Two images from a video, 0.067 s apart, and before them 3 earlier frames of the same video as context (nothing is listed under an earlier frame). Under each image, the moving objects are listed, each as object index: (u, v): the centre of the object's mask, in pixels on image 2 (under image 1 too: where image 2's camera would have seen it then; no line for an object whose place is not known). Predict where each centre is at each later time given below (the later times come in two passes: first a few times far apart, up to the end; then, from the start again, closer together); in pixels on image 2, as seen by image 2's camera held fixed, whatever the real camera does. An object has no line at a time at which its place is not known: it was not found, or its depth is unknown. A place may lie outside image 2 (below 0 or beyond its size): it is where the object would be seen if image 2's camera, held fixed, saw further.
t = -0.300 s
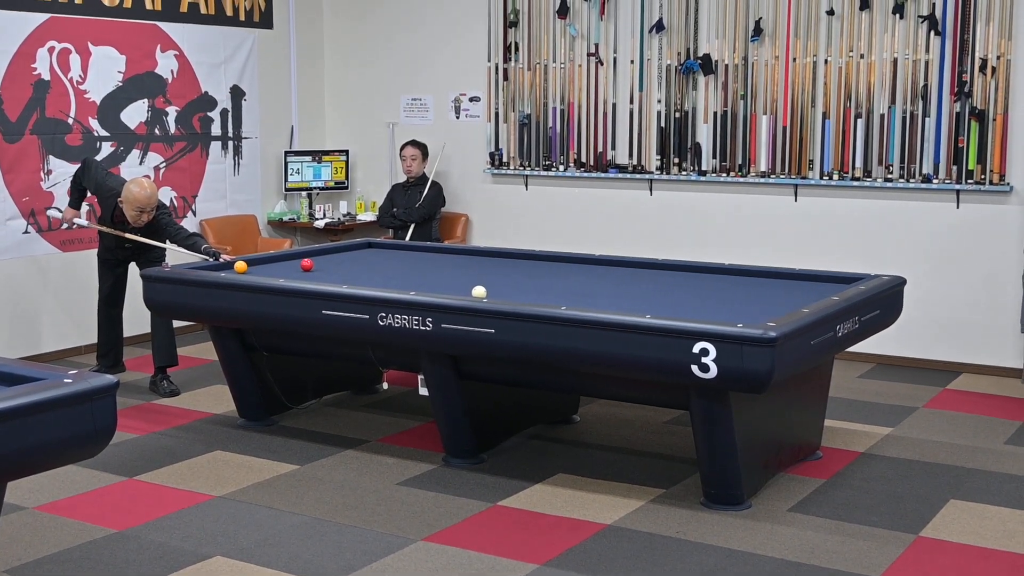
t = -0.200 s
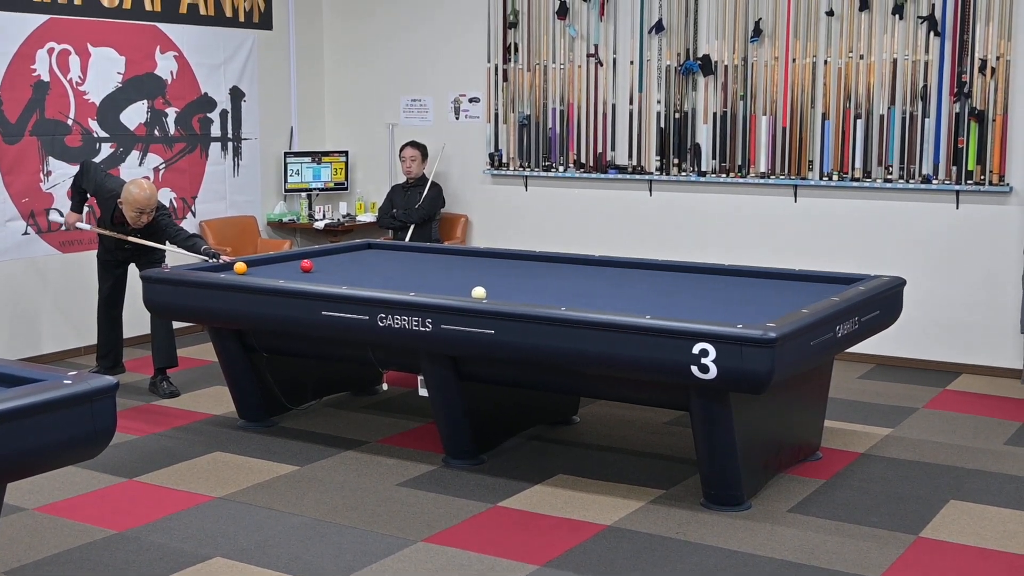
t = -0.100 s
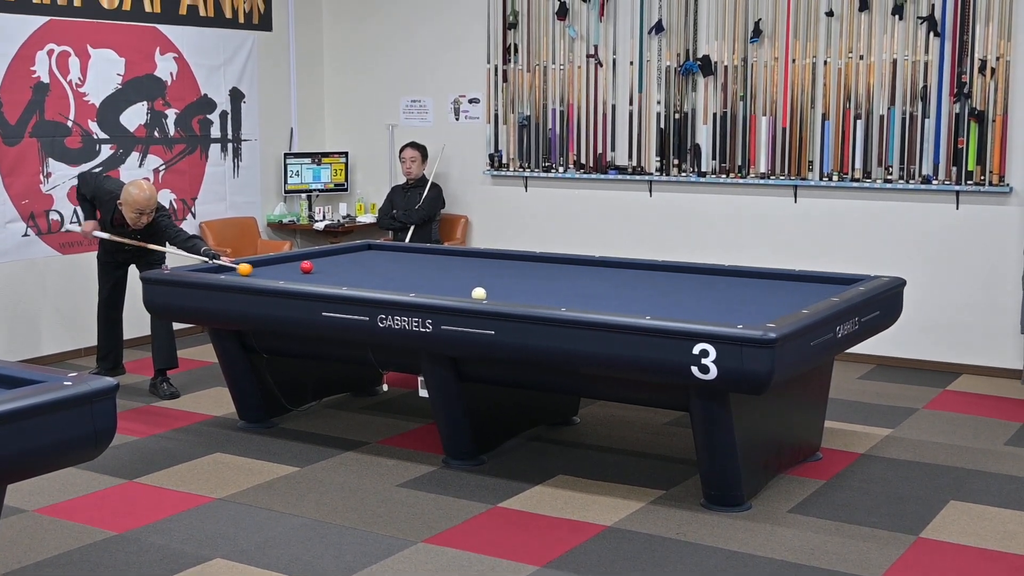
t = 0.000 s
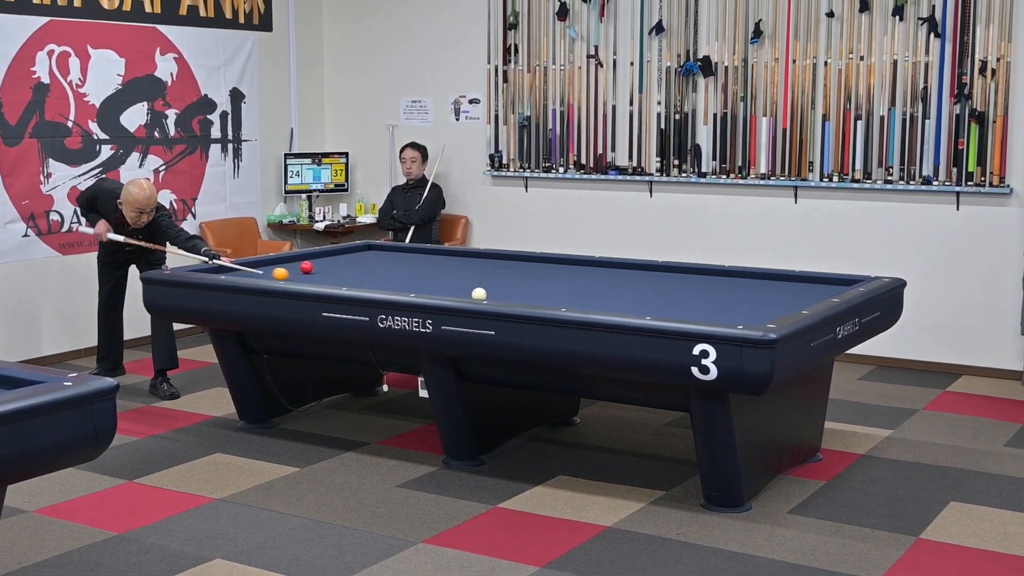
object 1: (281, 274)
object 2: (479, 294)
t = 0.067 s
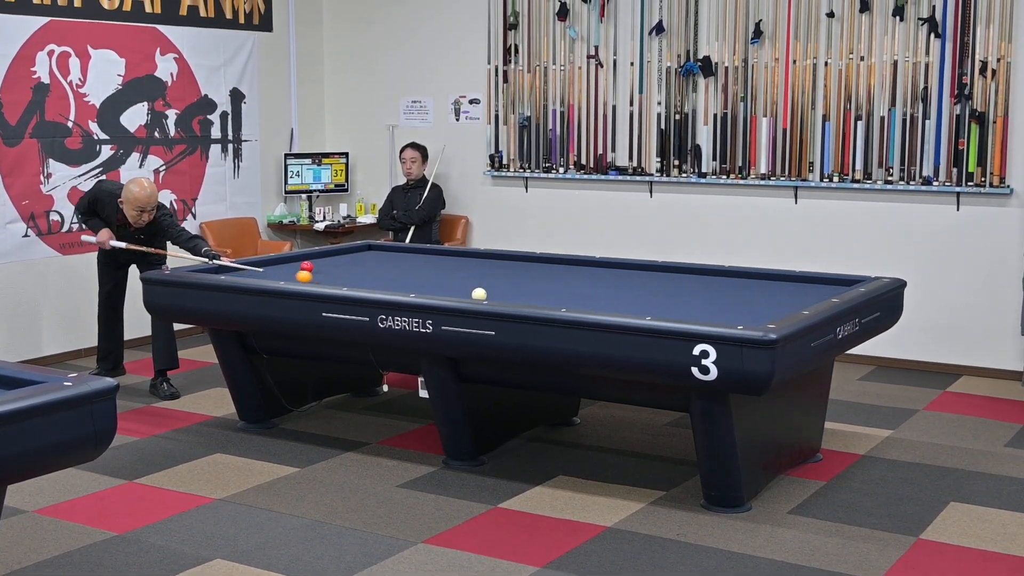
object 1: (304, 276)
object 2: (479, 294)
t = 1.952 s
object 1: (740, 291)
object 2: (811, 293)
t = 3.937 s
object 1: (499, 268)
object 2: (671, 270)
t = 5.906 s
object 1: (303, 269)
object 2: (545, 269)
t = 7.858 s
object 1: (272, 269)
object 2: (458, 267)
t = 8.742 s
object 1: (269, 269)
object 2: (431, 267)
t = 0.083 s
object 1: (310, 277)
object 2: (479, 294)
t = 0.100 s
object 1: (316, 278)
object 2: (479, 294)
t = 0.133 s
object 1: (327, 279)
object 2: (479, 294)
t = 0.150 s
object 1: (333, 280)
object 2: (479, 294)
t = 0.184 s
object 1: (344, 281)
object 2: (479, 294)
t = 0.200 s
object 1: (350, 281)
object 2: (479, 294)
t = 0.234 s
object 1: (362, 282)
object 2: (479, 294)
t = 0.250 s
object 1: (368, 283)
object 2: (479, 294)
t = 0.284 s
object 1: (380, 284)
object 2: (479, 294)
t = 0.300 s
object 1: (386, 285)
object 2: (479, 294)
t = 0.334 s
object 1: (398, 286)
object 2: (479, 294)
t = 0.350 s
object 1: (404, 287)
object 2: (479, 294)
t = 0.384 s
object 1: (417, 288)
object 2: (479, 294)
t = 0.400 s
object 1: (423, 289)
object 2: (479, 294)
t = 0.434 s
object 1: (436, 290)
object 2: (479, 294)
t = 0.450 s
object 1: (443, 291)
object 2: (479, 294)
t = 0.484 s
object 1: (456, 292)
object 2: (479, 294)
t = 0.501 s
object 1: (462, 293)
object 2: (479, 294)
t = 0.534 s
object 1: (465, 294)
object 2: (489, 294)
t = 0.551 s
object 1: (466, 294)
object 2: (495, 295)
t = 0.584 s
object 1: (468, 295)
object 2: (507, 295)
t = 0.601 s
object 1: (473, 296)
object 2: (512, 295)
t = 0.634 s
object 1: (485, 296)
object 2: (523, 295)
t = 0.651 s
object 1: (490, 297)
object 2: (529, 295)
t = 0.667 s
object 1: (496, 297)
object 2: (534, 295)
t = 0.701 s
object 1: (508, 297)
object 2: (543, 295)
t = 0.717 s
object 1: (513, 298)
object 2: (548, 295)
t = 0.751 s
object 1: (525, 298)
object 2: (557, 295)
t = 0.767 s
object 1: (531, 299)
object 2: (561, 295)
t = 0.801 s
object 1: (542, 299)
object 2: (570, 295)
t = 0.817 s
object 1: (548, 299)
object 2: (574, 295)
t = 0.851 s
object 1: (560, 300)
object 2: (582, 295)
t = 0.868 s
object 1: (566, 301)
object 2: (587, 295)
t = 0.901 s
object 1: (577, 301)
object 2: (595, 295)
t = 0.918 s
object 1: (583, 301)
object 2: (600, 295)
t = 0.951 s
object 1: (595, 302)
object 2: (609, 295)
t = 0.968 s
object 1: (601, 302)
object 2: (613, 295)
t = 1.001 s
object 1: (612, 302)
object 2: (622, 294)
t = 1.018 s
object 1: (618, 303)
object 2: (626, 294)
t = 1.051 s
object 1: (630, 303)
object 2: (634, 293)
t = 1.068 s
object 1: (636, 303)
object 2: (638, 293)
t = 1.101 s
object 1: (648, 304)
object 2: (646, 293)
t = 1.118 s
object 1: (654, 304)
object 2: (649, 293)
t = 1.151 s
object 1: (666, 304)
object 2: (658, 294)
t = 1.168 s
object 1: (672, 304)
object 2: (662, 294)
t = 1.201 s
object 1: (684, 304)
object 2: (670, 295)
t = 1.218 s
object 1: (690, 305)
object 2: (675, 295)
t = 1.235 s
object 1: (695, 305)
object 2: (679, 295)
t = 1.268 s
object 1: (707, 305)
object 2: (688, 296)
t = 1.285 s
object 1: (713, 305)
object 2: (692, 296)
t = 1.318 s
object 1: (725, 306)
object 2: (700, 295)
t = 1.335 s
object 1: (731, 306)
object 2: (705, 295)
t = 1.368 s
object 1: (743, 306)
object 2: (713, 295)
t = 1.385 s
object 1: (749, 306)
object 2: (717, 296)
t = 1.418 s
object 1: (761, 306)
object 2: (725, 295)
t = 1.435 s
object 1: (767, 307)
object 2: (729, 295)
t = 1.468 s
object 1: (779, 307)
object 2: (738, 295)
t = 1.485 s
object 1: (785, 306)
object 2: (742, 295)
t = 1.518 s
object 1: (791, 305)
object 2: (750, 295)
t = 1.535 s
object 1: (789, 305)
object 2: (754, 295)
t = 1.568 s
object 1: (783, 304)
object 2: (762, 295)
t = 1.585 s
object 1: (780, 304)
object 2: (766, 295)
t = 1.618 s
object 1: (775, 302)
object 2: (774, 293)
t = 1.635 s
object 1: (773, 302)
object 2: (780, 294)
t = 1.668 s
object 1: (769, 301)
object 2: (787, 295)
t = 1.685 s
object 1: (767, 300)
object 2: (791, 295)
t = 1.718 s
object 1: (763, 299)
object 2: (799, 295)
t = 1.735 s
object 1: (762, 298)
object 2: (803, 295)
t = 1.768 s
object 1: (758, 297)
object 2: (811, 295)
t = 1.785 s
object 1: (757, 296)
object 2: (815, 294)
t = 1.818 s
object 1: (753, 295)
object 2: (822, 293)
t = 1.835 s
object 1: (751, 295)
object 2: (823, 293)
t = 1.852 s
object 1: (750, 294)
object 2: (822, 293)
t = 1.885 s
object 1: (746, 293)
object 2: (818, 293)
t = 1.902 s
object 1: (745, 292)
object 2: (816, 293)
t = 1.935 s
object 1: (741, 291)
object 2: (813, 293)
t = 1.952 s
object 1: (740, 291)
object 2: (811, 293)
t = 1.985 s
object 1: (736, 290)
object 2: (809, 292)
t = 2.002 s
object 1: (735, 289)
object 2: (807, 292)
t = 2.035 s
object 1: (732, 288)
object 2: (805, 292)
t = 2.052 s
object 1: (730, 288)
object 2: (803, 291)
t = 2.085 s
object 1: (727, 287)
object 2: (800, 291)
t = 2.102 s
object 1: (726, 286)
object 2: (799, 290)
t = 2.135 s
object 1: (723, 285)
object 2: (797, 290)
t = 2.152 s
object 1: (721, 284)
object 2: (795, 289)
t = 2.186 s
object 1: (718, 283)
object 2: (793, 289)
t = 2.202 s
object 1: (717, 283)
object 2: (791, 289)
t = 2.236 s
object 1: (714, 282)
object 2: (789, 288)
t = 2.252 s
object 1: (712, 282)
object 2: (787, 288)
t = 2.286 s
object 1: (710, 281)
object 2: (785, 287)
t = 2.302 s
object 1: (708, 280)
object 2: (784, 287)
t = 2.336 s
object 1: (705, 279)
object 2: (781, 286)
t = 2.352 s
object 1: (704, 279)
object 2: (780, 286)
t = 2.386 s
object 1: (701, 278)
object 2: (777, 286)
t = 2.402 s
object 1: (700, 277)
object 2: (776, 285)
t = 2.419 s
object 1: (699, 277)
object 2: (775, 285)
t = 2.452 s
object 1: (696, 276)
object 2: (772, 285)
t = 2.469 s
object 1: (695, 275)
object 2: (771, 284)
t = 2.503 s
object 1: (692, 274)
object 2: (769, 284)
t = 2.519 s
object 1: (691, 274)
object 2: (768, 284)
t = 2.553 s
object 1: (688, 273)
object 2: (765, 283)
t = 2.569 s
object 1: (687, 273)
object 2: (764, 283)
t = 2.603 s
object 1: (684, 272)
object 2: (762, 282)
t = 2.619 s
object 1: (683, 272)
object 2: (760, 282)
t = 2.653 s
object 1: (681, 271)
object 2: (758, 281)
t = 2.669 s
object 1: (680, 270)
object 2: (757, 281)
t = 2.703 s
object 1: (677, 269)
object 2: (755, 281)
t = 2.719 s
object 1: (676, 269)
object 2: (754, 280)
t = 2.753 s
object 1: (673, 268)
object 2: (751, 280)
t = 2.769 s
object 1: (671, 268)
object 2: (750, 280)
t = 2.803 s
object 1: (666, 268)
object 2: (748, 279)
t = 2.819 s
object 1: (663, 268)
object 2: (747, 279)
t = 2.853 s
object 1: (658, 268)
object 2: (745, 279)
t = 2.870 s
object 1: (655, 268)
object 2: (744, 278)
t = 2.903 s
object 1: (650, 268)
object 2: (741, 278)
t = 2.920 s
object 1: (648, 268)
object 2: (740, 278)
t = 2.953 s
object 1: (643, 268)
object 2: (738, 277)
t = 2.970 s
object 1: (640, 268)
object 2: (737, 277)
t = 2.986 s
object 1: (638, 268)
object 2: (736, 277)
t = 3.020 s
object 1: (633, 268)
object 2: (734, 276)
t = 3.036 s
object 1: (630, 268)
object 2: (733, 276)
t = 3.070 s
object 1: (625, 268)
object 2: (731, 276)
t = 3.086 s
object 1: (623, 268)
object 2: (730, 275)
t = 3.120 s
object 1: (618, 268)
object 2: (728, 275)
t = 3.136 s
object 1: (615, 268)
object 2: (727, 275)
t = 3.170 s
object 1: (610, 268)
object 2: (725, 274)
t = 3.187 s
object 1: (608, 268)
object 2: (724, 274)
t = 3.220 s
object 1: (603, 268)
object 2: (722, 274)
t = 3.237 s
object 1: (600, 268)
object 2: (721, 273)
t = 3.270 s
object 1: (595, 268)
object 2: (719, 273)
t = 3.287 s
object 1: (593, 268)
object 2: (718, 273)
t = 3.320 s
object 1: (588, 268)
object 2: (716, 272)
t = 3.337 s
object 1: (586, 268)
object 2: (715, 272)
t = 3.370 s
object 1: (581, 268)
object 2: (713, 272)
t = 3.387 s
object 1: (578, 268)
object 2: (712, 271)
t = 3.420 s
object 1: (573, 268)
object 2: (710, 271)
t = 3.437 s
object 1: (571, 268)
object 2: (709, 271)
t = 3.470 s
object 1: (566, 268)
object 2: (707, 271)
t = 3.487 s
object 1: (563, 268)
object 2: (706, 271)
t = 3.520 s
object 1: (559, 268)
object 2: (703, 271)
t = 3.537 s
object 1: (556, 268)
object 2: (701, 271)
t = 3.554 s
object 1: (554, 268)
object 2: (700, 271)
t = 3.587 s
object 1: (549, 268)
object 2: (698, 271)
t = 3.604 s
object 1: (546, 268)
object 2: (696, 271)
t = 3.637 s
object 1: (542, 268)
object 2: (694, 271)
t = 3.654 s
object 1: (539, 268)
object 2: (692, 271)
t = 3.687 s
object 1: (534, 268)
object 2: (690, 271)
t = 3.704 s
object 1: (532, 268)
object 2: (689, 271)
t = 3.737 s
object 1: (528, 268)
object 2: (686, 271)
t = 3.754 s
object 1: (525, 268)
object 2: (685, 271)
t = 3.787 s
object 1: (520, 268)
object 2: (682, 271)
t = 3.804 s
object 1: (518, 268)
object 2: (681, 271)
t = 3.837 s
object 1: (513, 268)
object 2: (678, 271)
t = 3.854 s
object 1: (511, 268)
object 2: (677, 271)
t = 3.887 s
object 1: (506, 268)
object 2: (675, 270)
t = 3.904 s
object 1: (503, 268)
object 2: (674, 270)
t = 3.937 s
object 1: (499, 268)
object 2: (671, 270)
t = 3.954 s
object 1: (497, 268)
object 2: (670, 270)
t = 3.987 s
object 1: (492, 268)
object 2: (668, 270)
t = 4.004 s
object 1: (490, 268)
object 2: (666, 270)
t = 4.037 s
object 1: (485, 268)
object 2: (664, 270)
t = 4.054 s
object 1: (483, 268)
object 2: (663, 270)
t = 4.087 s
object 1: (478, 268)
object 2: (660, 270)
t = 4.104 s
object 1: (475, 268)
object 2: (659, 270)
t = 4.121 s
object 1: (473, 268)
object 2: (658, 270)
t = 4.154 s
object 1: (469, 268)
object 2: (655, 270)
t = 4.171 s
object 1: (466, 268)
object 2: (654, 270)
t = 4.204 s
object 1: (462, 268)
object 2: (652, 270)
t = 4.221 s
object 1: (459, 268)
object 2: (651, 270)
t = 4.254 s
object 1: (455, 268)
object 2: (648, 270)
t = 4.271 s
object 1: (452, 268)
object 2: (647, 270)
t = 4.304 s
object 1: (448, 268)
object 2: (645, 270)
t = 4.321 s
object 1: (446, 268)
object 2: (644, 270)
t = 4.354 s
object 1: (441, 268)
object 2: (642, 270)
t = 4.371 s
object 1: (439, 268)
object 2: (640, 270)
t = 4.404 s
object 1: (434, 268)
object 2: (638, 270)
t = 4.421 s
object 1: (432, 268)
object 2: (637, 270)
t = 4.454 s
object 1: (428, 268)
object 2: (634, 270)
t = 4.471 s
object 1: (425, 268)
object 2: (633, 270)
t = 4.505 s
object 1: (421, 268)
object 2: (631, 270)
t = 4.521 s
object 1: (419, 268)
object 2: (630, 270)
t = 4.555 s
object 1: (414, 268)
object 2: (628, 270)
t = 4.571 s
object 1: (412, 268)
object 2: (627, 270)
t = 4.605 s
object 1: (407, 268)
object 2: (624, 270)
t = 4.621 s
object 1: (405, 268)
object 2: (623, 270)
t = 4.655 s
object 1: (401, 268)
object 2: (621, 270)
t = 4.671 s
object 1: (399, 268)
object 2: (620, 270)
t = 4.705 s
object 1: (394, 268)
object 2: (618, 270)
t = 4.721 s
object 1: (392, 268)
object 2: (617, 270)
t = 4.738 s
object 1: (390, 268)
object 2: (616, 270)
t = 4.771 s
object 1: (385, 268)
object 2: (613, 270)
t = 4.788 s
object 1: (383, 268)
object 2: (612, 270)
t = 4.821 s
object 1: (379, 268)
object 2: (610, 270)
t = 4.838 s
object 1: (377, 268)
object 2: (609, 270)
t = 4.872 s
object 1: (372, 268)
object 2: (607, 270)
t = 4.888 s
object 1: (370, 268)
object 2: (606, 270)
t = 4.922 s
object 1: (366, 268)
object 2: (604, 270)
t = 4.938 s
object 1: (363, 268)
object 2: (603, 270)
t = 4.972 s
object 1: (359, 268)
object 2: (600, 270)
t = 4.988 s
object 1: (357, 268)
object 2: (599, 270)
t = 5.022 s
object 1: (353, 268)
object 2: (597, 270)
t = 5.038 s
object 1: (351, 268)
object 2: (596, 270)
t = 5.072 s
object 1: (346, 268)
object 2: (594, 269)
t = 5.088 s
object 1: (344, 268)
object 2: (593, 270)
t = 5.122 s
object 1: (340, 268)
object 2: (591, 269)
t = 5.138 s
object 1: (338, 268)
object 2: (590, 269)
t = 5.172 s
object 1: (333, 268)
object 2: (588, 269)
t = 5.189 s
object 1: (331, 268)
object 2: (587, 269)
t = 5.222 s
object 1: (327, 268)
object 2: (585, 269)
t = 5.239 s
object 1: (325, 268)
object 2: (584, 269)
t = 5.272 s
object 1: (321, 268)
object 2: (582, 269)
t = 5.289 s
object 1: (319, 268)
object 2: (581, 269)
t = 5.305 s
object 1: (319, 268)
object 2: (580, 269)
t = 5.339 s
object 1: (318, 268)
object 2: (578, 269)
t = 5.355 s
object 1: (318, 268)
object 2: (577, 269)
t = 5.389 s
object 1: (317, 268)
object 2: (575, 269)
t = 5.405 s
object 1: (317, 268)
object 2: (574, 269)
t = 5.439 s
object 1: (316, 268)
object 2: (572, 269)
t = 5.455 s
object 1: (315, 268)
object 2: (571, 269)
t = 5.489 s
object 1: (314, 268)
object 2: (569, 269)
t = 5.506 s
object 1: (314, 268)
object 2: (568, 269)
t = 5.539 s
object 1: (313, 268)
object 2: (566, 269)
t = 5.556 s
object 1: (312, 268)
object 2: (565, 269)
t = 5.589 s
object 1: (311, 268)
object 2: (563, 269)
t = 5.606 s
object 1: (311, 268)
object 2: (562, 269)
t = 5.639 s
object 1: (310, 268)
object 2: (560, 269)
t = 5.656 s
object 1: (309, 268)
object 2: (559, 269)
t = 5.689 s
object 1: (309, 268)
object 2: (557, 269)
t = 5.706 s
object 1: (308, 268)
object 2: (556, 269)
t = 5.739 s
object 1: (307, 268)
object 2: (554, 269)
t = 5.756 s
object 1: (307, 268)
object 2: (553, 269)
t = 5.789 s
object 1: (306, 269)
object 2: (552, 269)
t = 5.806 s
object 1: (306, 268)
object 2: (551, 269)
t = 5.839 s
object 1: (305, 269)
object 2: (549, 269)
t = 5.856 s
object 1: (304, 268)
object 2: (548, 269)
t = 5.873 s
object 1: (304, 268)
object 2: (547, 269)
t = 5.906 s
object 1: (303, 269)
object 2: (545, 269)
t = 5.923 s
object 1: (303, 268)
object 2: (544, 269)
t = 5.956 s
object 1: (302, 269)
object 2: (543, 269)
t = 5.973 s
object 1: (301, 269)
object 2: (542, 269)
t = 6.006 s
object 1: (301, 269)
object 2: (540, 269)
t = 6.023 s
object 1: (300, 269)
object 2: (539, 269)
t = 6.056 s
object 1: (300, 269)
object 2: (537, 269)
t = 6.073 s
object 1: (299, 269)
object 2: (536, 269)
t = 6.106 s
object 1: (298, 269)
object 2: (535, 269)
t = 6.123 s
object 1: (298, 269)
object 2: (534, 269)
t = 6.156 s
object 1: (297, 269)
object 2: (532, 269)
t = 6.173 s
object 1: (297, 269)
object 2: (531, 269)
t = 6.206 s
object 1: (296, 269)
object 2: (530, 269)
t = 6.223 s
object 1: (296, 269)
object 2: (529, 269)
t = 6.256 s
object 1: (295, 269)
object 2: (527, 269)
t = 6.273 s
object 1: (295, 269)
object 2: (526, 268)
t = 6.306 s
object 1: (294, 269)
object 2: (524, 268)
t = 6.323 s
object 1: (294, 269)
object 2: (524, 268)
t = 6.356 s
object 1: (293, 269)
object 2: (522, 268)
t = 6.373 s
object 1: (293, 269)
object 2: (521, 268)
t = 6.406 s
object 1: (292, 269)
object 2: (519, 268)
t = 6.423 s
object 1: (292, 269)
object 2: (519, 268)
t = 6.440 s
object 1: (291, 269)
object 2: (518, 268)
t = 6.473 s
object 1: (291, 269)
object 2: (516, 268)
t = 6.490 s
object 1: (290, 269)
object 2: (515, 268)
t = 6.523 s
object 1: (290, 269)
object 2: (514, 268)
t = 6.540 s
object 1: (289, 269)
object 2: (513, 268)
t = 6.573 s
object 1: (289, 269)
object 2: (511, 268)
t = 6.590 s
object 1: (288, 269)
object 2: (510, 268)
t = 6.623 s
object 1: (288, 269)
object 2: (509, 268)
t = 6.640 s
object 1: (287, 269)
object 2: (508, 268)
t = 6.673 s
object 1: (287, 269)
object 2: (506, 268)
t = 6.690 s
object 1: (287, 269)
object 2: (506, 268)
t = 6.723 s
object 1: (286, 269)
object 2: (504, 268)
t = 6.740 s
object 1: (286, 269)
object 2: (503, 268)
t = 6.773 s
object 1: (285, 269)
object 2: (502, 268)
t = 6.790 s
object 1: (285, 269)
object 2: (501, 268)
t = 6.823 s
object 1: (284, 269)
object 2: (500, 268)
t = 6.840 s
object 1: (284, 269)
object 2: (499, 268)
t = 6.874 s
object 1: (284, 269)
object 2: (497, 268)
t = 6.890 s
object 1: (283, 269)
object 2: (497, 268)
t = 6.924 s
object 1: (283, 269)
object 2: (495, 268)
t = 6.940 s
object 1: (282, 269)
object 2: (494, 268)
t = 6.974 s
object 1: (282, 269)
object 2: (493, 268)
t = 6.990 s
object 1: (282, 269)
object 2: (492, 268)
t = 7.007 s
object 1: (281, 269)
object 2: (491, 268)
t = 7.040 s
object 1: (281, 269)
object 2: (490, 268)
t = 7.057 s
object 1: (281, 269)
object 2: (489, 268)
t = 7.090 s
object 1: (280, 269)
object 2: (488, 268)
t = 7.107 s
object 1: (280, 269)
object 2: (487, 268)
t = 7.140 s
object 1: (280, 269)
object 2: (486, 268)
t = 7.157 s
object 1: (279, 269)
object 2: (485, 268)
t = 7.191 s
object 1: (279, 269)
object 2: (484, 268)
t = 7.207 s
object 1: (279, 269)
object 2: (483, 268)
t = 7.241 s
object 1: (278, 269)
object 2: (482, 268)
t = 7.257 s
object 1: (278, 269)
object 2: (481, 268)
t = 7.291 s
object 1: (278, 269)
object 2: (479, 268)
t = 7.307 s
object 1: (277, 269)
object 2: (479, 268)
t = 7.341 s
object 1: (277, 269)
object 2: (477, 268)
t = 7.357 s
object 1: (277, 269)
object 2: (477, 268)
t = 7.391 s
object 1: (276, 269)
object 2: (476, 268)
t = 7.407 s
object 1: (276, 269)
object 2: (475, 268)
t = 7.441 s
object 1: (276, 269)
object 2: (473, 268)
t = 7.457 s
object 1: (276, 269)
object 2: (473, 268)
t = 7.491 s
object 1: (275, 269)
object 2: (472, 268)
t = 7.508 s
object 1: (275, 269)
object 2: (471, 268)
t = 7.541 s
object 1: (275, 269)
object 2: (470, 267)
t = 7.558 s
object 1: (275, 269)
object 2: (469, 268)
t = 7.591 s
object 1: (274, 269)
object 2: (468, 267)
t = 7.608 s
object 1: (274, 269)
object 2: (467, 267)
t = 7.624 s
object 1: (274, 269)
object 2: (467, 267)
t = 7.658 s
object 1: (274, 269)
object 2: (465, 267)
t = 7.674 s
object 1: (274, 269)
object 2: (465, 267)
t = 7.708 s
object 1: (273, 269)
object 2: (463, 267)
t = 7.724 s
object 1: (273, 269)
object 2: (463, 267)
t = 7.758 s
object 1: (273, 269)
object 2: (462, 267)
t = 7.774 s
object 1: (273, 269)
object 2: (461, 267)
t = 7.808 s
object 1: (273, 269)
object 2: (460, 267)
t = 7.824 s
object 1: (272, 269)
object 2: (459, 267)
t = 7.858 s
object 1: (272, 269)
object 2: (458, 267)
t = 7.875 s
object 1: (272, 269)
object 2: (457, 267)
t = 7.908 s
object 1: (272, 269)
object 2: (456, 267)
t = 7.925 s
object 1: (272, 269)
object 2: (456, 267)
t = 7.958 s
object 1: (271, 269)
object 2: (455, 267)
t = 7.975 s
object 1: (271, 269)
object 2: (454, 267)
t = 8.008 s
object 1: (271, 269)
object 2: (453, 267)
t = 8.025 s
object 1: (271, 269)
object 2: (452, 267)
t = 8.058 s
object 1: (271, 269)
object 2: (451, 267)
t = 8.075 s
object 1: (271, 269)
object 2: (451, 267)
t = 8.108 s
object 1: (271, 269)
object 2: (450, 267)
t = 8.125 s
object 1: (271, 269)
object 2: (449, 267)
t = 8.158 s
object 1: (271, 269)
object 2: (448, 267)
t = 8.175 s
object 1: (270, 269)
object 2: (448, 267)
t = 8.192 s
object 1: (270, 269)
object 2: (447, 267)
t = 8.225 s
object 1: (270, 269)
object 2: (446, 267)
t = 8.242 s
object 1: (270, 269)
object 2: (445, 267)
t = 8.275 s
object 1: (270, 269)
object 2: (444, 267)
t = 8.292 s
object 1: (270, 269)
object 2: (444, 267)
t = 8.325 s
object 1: (270, 269)
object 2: (443, 267)
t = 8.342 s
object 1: (270, 269)
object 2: (442, 267)
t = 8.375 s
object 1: (270, 269)
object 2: (441, 267)
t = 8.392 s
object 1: (270, 269)
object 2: (441, 267)
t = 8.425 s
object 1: (270, 269)
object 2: (440, 267)
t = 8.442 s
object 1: (270, 269)
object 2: (439, 267)
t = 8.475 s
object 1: (270, 269)
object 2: (438, 267)
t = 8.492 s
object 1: (270, 269)
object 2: (438, 267)
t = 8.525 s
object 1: (270, 269)
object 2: (437, 267)
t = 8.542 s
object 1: (270, 269)
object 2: (436, 267)
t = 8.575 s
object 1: (270, 269)
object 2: (435, 267)
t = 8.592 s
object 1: (270, 269)
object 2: (435, 267)
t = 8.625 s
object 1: (270, 269)
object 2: (434, 267)
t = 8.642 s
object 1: (270, 269)
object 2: (433, 267)
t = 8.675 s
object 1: (270, 269)
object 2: (433, 267)
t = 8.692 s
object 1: (270, 269)
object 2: (432, 267)
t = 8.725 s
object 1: (269, 269)
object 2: (431, 267)
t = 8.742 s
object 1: (269, 269)
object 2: (431, 267)
